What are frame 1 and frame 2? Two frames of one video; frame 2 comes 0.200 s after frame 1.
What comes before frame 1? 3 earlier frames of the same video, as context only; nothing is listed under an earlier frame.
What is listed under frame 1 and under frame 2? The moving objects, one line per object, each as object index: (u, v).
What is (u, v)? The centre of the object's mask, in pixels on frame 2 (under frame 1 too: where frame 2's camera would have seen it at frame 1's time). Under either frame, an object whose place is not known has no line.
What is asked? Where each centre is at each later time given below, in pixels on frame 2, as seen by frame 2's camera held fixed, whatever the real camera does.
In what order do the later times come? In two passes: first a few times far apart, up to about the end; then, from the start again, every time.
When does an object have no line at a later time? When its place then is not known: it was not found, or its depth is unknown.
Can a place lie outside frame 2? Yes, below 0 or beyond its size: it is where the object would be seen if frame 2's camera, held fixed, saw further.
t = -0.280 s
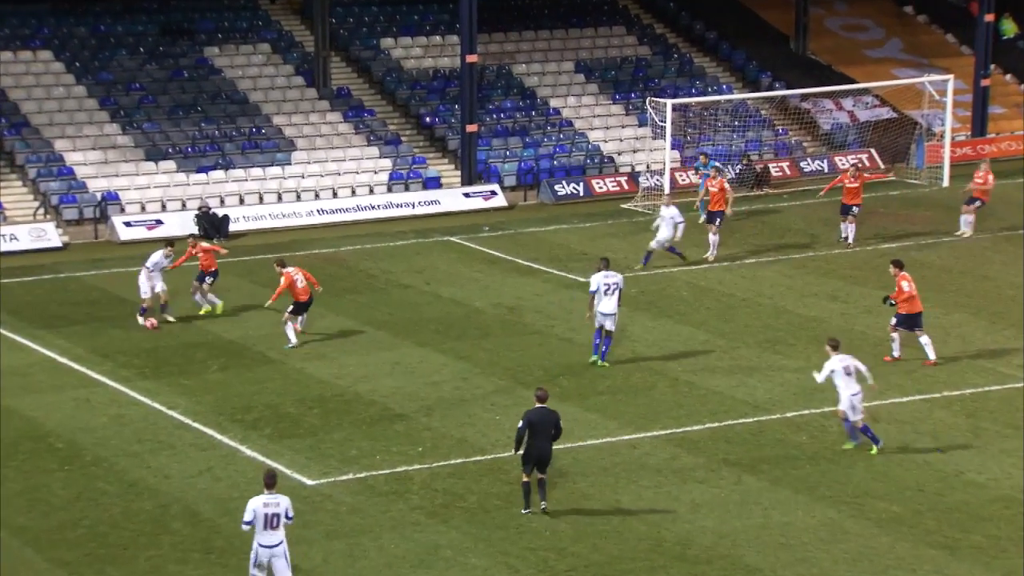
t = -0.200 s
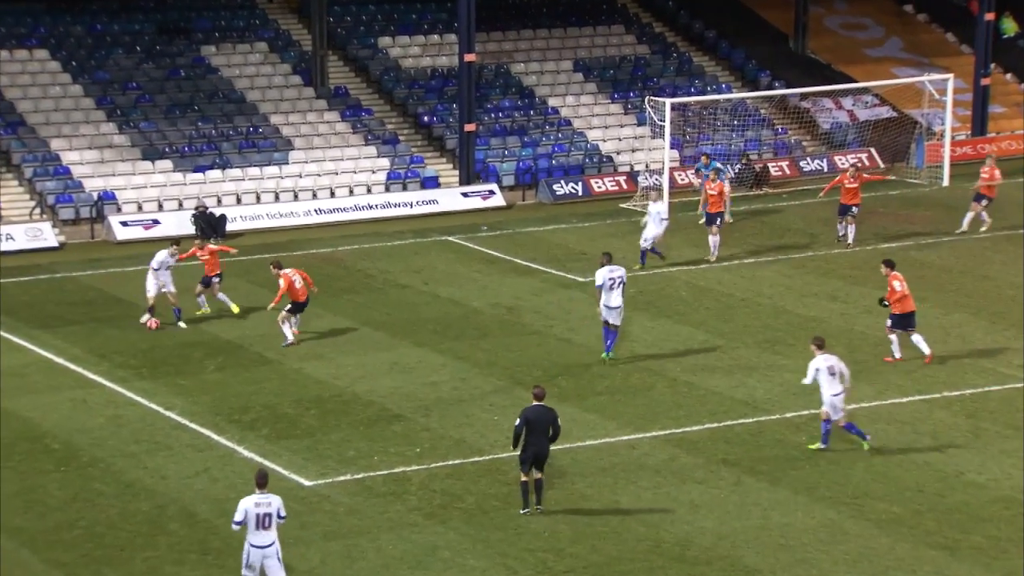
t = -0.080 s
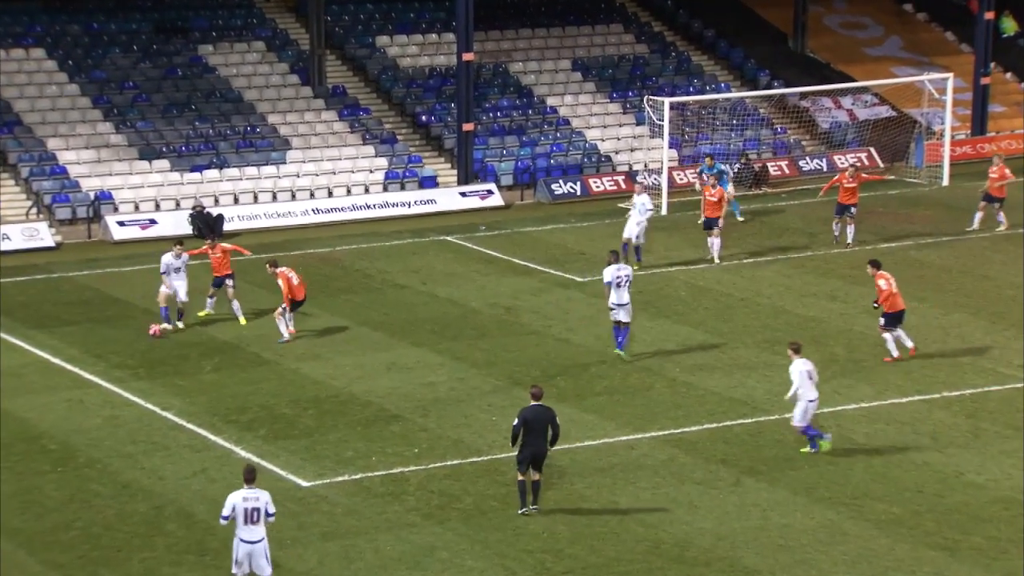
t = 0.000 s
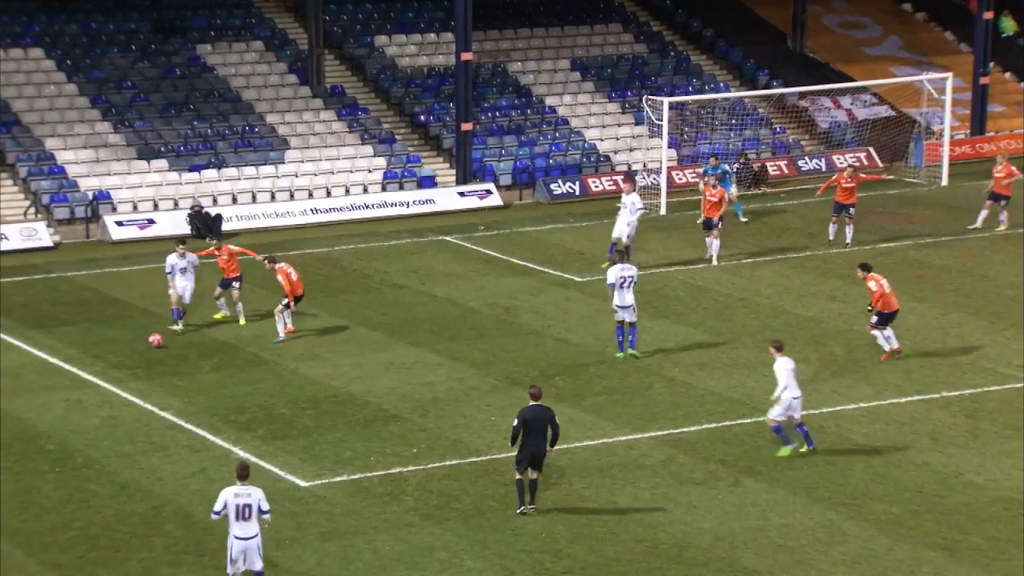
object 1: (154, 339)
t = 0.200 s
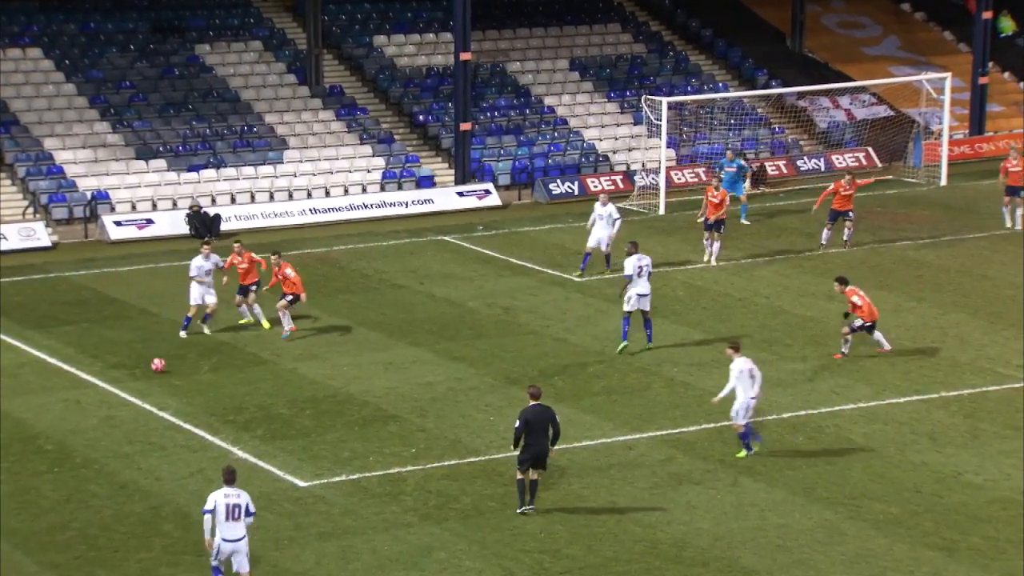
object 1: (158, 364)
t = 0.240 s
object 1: (159, 370)
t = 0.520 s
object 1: (164, 405)
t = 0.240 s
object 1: (159, 370)
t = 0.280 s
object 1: (160, 376)
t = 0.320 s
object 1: (160, 382)
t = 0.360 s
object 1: (161, 386)
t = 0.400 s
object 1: (161, 391)
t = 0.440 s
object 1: (162, 397)
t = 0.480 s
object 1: (163, 401)
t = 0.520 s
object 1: (164, 405)
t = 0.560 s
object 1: (165, 411)
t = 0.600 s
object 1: (164, 415)
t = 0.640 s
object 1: (165, 419)
